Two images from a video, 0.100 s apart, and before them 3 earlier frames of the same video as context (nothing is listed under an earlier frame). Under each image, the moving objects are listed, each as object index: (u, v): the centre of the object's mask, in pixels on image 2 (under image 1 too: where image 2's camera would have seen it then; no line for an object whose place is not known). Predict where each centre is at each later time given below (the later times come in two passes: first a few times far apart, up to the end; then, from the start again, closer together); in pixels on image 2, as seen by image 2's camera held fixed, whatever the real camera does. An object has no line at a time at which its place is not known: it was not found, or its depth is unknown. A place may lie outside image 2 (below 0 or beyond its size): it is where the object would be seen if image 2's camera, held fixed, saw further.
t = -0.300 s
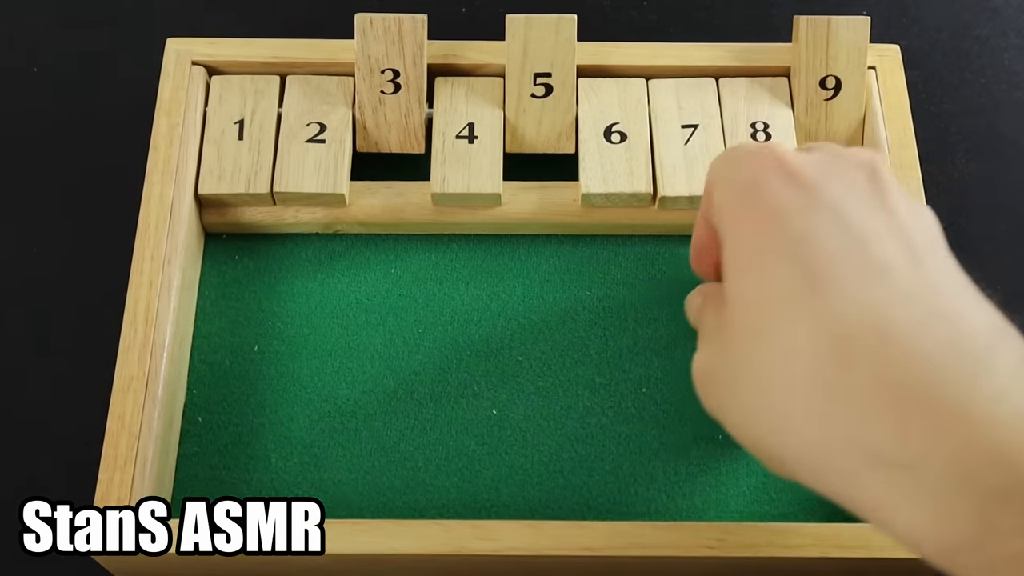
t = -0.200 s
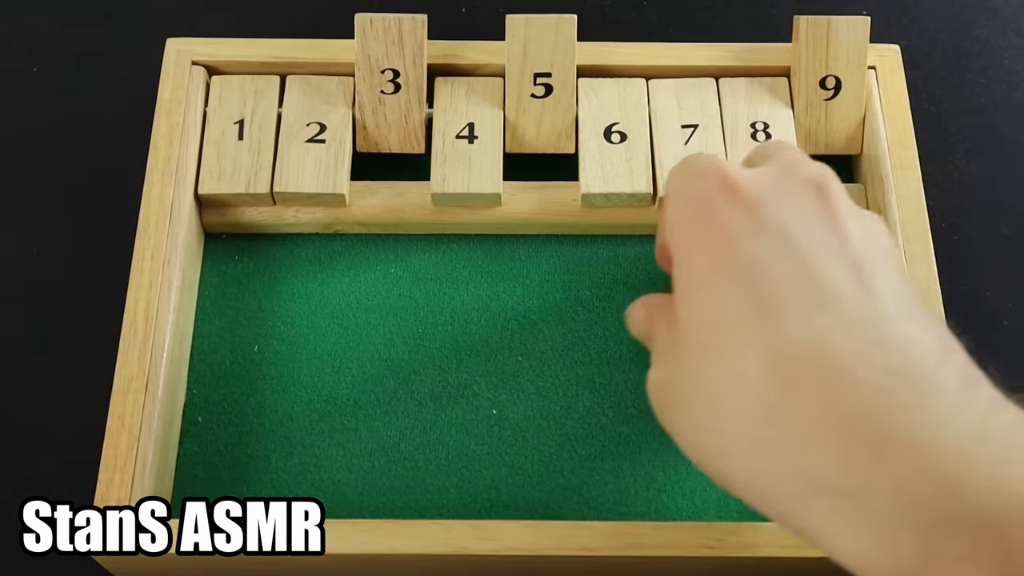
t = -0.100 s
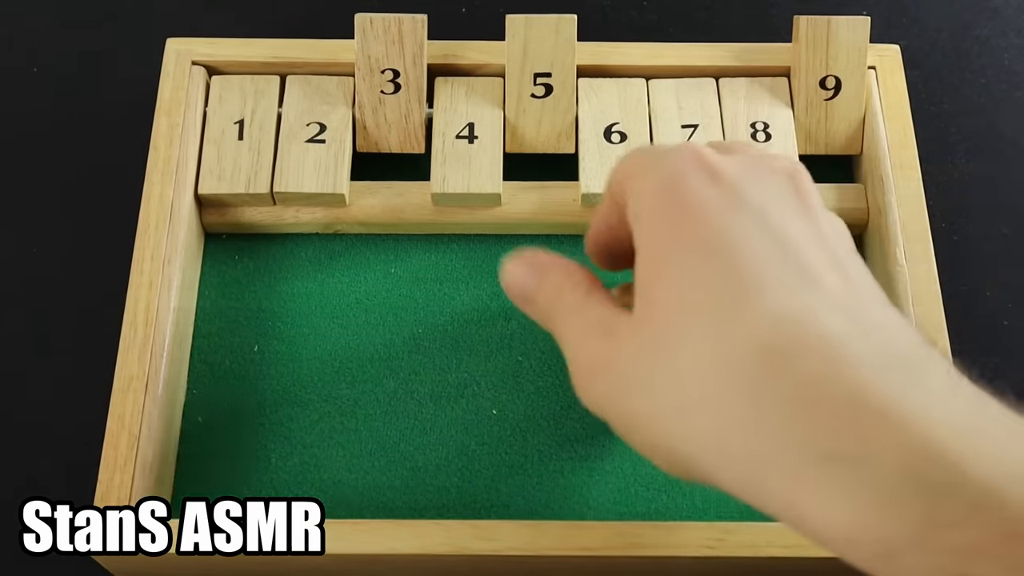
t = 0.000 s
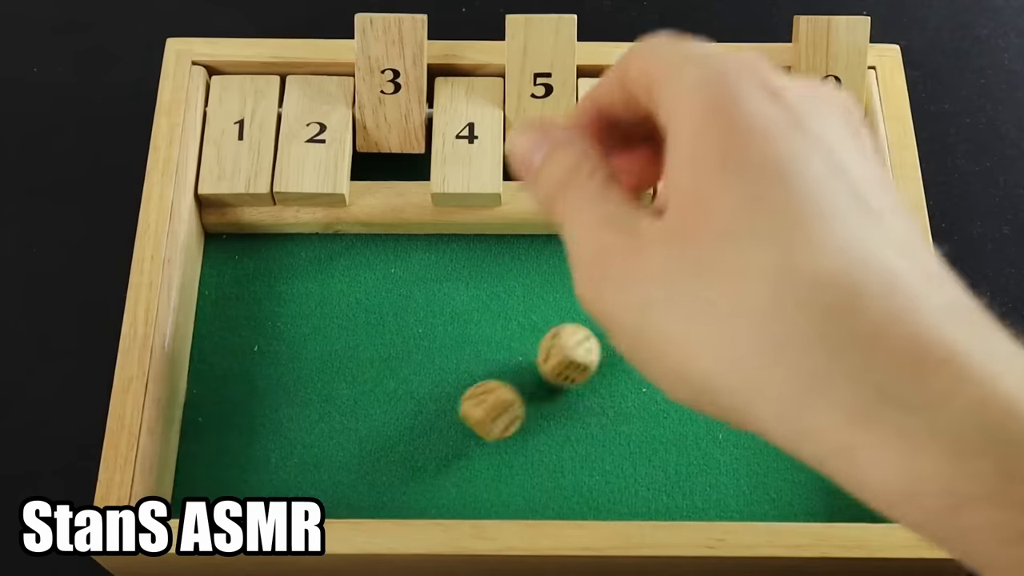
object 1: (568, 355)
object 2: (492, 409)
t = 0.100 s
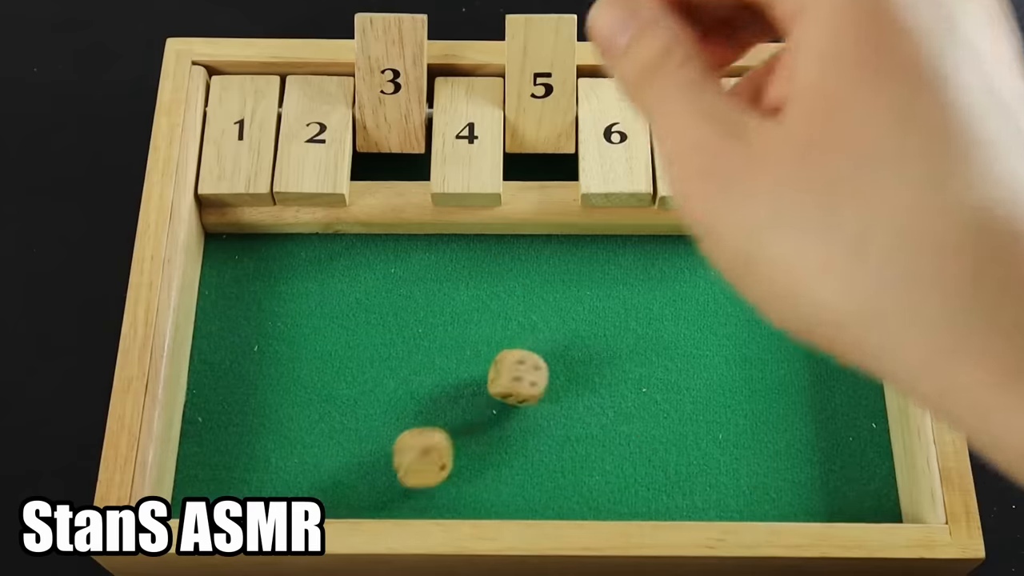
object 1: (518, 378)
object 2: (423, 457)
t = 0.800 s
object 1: (504, 389)
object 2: (336, 496)
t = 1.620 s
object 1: (504, 390)
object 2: (336, 496)
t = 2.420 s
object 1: (504, 389)
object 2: (336, 496)
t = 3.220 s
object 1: (504, 390)
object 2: (336, 496)
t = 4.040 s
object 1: (504, 390)
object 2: (336, 496)
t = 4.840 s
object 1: (504, 389)
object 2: (336, 496)
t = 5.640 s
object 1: (505, 389)
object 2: (336, 496)
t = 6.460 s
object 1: (504, 389)
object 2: (336, 496)
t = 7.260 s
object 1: (504, 389)
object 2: (336, 496)
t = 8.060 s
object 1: (504, 389)
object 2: (336, 496)
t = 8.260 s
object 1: (505, 390)
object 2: (336, 496)
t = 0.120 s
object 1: (507, 379)
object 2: (410, 467)
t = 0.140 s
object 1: (500, 375)
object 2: (399, 477)
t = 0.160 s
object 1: (496, 371)
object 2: (388, 487)
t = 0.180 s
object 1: (494, 368)
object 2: (376, 495)
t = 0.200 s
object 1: (493, 367)
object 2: (363, 497)
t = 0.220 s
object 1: (494, 367)
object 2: (353, 498)
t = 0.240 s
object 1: (495, 369)
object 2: (346, 498)
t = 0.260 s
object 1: (497, 374)
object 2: (337, 497)
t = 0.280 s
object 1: (500, 380)
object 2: (327, 494)
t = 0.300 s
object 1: (503, 386)
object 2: (319, 491)
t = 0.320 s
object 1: (504, 389)
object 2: (315, 488)
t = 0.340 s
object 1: (504, 389)
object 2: (312, 487)
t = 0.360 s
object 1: (504, 389)
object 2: (310, 486)
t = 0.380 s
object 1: (504, 390)
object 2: (309, 485)
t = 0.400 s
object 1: (504, 390)
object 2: (309, 484)
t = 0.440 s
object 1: (504, 389)
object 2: (310, 485)
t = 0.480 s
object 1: (504, 389)
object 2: (313, 486)
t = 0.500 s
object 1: (504, 389)
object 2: (315, 487)
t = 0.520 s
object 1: (504, 389)
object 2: (319, 489)
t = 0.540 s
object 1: (504, 389)
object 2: (324, 492)
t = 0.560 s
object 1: (504, 390)
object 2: (330, 497)
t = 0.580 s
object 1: (504, 389)
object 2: (335, 498)
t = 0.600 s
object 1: (504, 389)
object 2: (336, 496)
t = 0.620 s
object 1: (504, 390)
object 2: (336, 496)
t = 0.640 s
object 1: (504, 389)
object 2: (336, 496)
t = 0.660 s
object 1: (504, 389)
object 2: (336, 496)
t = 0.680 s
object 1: (504, 389)
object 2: (336, 496)
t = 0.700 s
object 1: (504, 389)
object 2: (336, 496)
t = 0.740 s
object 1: (504, 390)
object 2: (336, 496)
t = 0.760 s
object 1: (504, 389)
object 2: (336, 496)
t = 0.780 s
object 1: (504, 389)
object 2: (336, 496)
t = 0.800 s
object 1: (504, 389)
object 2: (336, 496)
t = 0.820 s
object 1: (504, 389)
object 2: (336, 496)
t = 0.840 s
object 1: (504, 389)
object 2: (336, 496)
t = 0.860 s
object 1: (504, 389)
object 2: (336, 496)
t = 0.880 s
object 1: (504, 389)
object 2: (336, 496)
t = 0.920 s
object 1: (504, 390)
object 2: (336, 496)
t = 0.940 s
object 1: (504, 390)
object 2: (336, 496)
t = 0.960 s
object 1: (504, 389)
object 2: (336, 496)
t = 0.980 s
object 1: (504, 389)
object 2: (336, 496)
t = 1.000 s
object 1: (504, 389)
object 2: (336, 496)
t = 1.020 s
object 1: (504, 389)
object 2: (336, 496)
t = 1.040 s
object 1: (504, 389)
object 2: (336, 496)
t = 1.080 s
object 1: (504, 389)
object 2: (336, 496)
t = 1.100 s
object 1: (504, 390)
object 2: (336, 496)
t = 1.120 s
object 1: (504, 389)
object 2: (336, 496)
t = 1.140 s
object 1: (504, 390)
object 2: (336, 496)
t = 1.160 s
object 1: (504, 389)
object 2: (336, 496)
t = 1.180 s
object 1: (504, 389)
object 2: (336, 496)
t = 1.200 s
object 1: (504, 390)
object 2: (336, 496)
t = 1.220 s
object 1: (504, 389)
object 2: (336, 496)
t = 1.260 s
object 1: (504, 389)
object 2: (336, 496)
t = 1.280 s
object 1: (504, 390)
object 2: (336, 496)
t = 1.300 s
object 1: (504, 390)
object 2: (336, 496)
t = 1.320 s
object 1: (504, 389)
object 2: (336, 496)
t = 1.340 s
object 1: (504, 390)
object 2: (336, 496)
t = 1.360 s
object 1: (504, 390)
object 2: (336, 496)
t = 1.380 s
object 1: (504, 389)
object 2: (336, 496)
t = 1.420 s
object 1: (504, 389)
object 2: (336, 496)
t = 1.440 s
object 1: (504, 389)
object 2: (336, 496)
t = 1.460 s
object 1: (504, 390)
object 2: (336, 496)
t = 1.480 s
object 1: (504, 390)
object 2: (336, 496)
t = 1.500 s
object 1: (504, 390)
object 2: (336, 496)
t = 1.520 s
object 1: (504, 389)
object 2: (336, 496)
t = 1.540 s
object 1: (504, 389)
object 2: (336, 496)
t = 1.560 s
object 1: (504, 390)
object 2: (336, 496)
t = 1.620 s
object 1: (504, 390)
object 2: (336, 496)
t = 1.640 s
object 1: (504, 390)
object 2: (336, 496)
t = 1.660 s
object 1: (504, 389)
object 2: (336, 496)
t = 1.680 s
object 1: (504, 389)
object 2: (336, 496)
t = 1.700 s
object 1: (504, 389)
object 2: (336, 496)
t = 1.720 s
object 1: (504, 390)
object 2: (336, 496)
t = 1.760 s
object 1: (504, 389)
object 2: (336, 496)
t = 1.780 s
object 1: (504, 389)
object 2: (336, 496)
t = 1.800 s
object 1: (504, 389)
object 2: (336, 496)
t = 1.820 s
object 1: (504, 390)
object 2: (336, 496)
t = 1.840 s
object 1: (504, 389)
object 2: (336, 496)
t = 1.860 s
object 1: (504, 390)
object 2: (336, 496)
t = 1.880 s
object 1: (504, 389)
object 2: (336, 496)
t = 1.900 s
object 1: (504, 390)
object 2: (336, 496)
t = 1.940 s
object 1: (504, 390)
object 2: (336, 496)
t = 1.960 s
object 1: (504, 389)
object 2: (336, 496)
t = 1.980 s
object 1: (504, 389)
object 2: (336, 496)
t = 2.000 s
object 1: (504, 390)
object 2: (336, 496)
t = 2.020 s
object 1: (504, 390)
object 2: (336, 496)
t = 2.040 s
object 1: (504, 389)
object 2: (336, 496)
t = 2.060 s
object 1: (504, 389)
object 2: (336, 496)
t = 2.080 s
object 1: (504, 389)
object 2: (336, 496)
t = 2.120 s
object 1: (504, 390)
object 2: (336, 496)
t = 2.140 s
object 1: (504, 390)
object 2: (336, 496)
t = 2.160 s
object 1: (504, 389)
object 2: (336, 496)
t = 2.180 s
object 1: (504, 390)
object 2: (336, 496)
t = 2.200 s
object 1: (504, 389)
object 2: (336, 496)
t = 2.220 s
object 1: (504, 389)
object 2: (336, 496)
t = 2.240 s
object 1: (504, 390)
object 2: (336, 496)
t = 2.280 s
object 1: (504, 390)
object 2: (336, 496)
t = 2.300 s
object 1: (504, 389)
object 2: (336, 496)
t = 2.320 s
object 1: (504, 390)
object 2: (336, 496)
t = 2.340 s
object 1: (504, 390)
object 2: (336, 496)
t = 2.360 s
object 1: (504, 389)
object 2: (336, 496)
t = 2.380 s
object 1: (504, 390)
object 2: (336, 496)
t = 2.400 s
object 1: (504, 390)
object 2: (336, 496)
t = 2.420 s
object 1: (504, 389)
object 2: (336, 496)
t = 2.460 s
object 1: (504, 390)
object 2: (336, 496)
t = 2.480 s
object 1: (504, 389)
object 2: (336, 496)
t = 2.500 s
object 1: (504, 390)
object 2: (336, 496)
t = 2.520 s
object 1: (504, 389)
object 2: (336, 496)
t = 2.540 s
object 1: (504, 390)
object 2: (336, 496)
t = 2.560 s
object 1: (504, 389)
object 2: (336, 496)
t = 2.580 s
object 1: (504, 389)
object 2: (336, 496)
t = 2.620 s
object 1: (504, 389)
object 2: (336, 496)
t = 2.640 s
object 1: (504, 389)
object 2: (336, 496)
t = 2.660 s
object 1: (504, 389)
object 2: (336, 496)
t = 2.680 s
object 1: (504, 389)
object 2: (336, 496)
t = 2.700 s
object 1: (504, 389)
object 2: (336, 496)
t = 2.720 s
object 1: (504, 389)
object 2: (336, 496)
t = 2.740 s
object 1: (504, 389)
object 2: (336, 496)
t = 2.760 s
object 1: (504, 389)
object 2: (336, 496)
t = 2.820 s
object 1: (504, 390)
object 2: (336, 496)
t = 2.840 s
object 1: (504, 389)
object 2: (336, 496)
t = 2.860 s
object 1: (504, 389)
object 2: (336, 496)
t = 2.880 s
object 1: (504, 389)
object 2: (336, 496)
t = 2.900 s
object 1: (504, 389)
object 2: (336, 496)
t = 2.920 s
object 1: (504, 390)
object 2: (336, 496)
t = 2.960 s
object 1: (504, 389)
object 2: (336, 496)
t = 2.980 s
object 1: (504, 389)
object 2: (336, 496)
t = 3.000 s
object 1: (504, 389)
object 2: (336, 496)
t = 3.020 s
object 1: (504, 390)
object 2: (336, 496)
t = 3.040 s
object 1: (504, 389)
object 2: (336, 496)
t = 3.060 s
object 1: (504, 390)
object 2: (336, 496)
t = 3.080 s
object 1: (504, 390)
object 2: (336, 496)
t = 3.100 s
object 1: (504, 390)
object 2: (336, 496)
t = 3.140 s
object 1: (504, 389)
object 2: (336, 496)
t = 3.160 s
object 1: (504, 389)
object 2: (336, 496)
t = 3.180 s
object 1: (504, 389)
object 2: (336, 496)
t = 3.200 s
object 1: (504, 389)
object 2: (336, 496)
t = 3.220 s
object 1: (504, 390)
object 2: (336, 496)
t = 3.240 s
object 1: (504, 389)
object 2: (336, 496)
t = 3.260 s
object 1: (504, 390)
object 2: (336, 496)
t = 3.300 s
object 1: (504, 389)
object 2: (336, 496)
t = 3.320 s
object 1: (504, 390)
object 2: (336, 496)
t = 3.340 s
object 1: (504, 390)
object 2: (336, 496)
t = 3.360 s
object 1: (504, 389)
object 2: (336, 496)
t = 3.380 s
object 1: (504, 390)
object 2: (336, 496)
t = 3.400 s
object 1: (504, 389)
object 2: (336, 496)
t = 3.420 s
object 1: (504, 390)
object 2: (336, 496)
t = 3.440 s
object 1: (504, 390)
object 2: (336, 496)
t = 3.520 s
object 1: (504, 389)
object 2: (336, 496)
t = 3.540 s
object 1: (504, 390)
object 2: (336, 496)
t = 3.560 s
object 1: (504, 390)
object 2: (336, 496)
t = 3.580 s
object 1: (504, 389)
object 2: (336, 496)
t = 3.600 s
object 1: (504, 390)
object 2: (336, 496)
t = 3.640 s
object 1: (504, 389)
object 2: (336, 496)
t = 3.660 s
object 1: (504, 390)
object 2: (336, 496)
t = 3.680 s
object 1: (504, 389)
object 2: (336, 496)
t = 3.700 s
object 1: (504, 390)
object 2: (336, 496)
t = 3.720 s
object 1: (504, 389)
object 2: (336, 496)
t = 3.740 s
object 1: (504, 390)
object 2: (336, 496)
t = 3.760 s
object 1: (504, 390)
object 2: (336, 496)
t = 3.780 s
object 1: (504, 389)
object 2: (336, 496)
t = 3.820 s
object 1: (504, 389)
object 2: (336, 496)
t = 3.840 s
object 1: (504, 389)
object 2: (336, 496)
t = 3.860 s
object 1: (504, 389)
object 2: (336, 496)
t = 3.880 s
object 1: (504, 389)
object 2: (336, 496)
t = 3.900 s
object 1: (504, 390)
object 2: (336, 496)
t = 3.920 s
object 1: (504, 389)
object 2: (336, 496)
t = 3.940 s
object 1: (504, 390)
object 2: (336, 496)
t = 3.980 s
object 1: (504, 389)
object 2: (336, 496)
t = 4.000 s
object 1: (504, 389)
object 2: (336, 496)
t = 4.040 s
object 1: (504, 390)
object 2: (336, 496)
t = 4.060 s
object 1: (504, 390)
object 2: (336, 496)
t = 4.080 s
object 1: (504, 389)
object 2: (336, 496)
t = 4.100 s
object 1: (504, 389)
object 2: (336, 496)
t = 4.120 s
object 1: (504, 389)
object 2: (336, 496)
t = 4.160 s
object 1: (504, 390)
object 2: (336, 496)
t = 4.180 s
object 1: (504, 389)
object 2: (336, 496)
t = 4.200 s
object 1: (504, 390)
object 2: (336, 496)
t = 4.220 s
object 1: (504, 389)
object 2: (336, 496)
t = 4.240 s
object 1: (504, 389)
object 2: (336, 496)
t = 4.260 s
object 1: (504, 389)
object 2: (336, 496)
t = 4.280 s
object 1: (504, 390)
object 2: (336, 496)
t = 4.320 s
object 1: (504, 390)
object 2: (336, 496)
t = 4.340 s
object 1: (504, 389)
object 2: (336, 496)
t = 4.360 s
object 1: (504, 389)
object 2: (336, 496)
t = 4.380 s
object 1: (504, 389)
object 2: (336, 496)
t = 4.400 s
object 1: (504, 389)
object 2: (336, 496)
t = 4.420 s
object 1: (504, 390)
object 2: (336, 496)
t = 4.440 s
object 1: (504, 389)
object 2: (336, 496)
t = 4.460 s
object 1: (504, 389)
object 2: (336, 496)
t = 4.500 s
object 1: (504, 389)
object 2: (336, 496)
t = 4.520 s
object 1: (504, 389)
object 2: (336, 496)
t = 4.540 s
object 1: (504, 389)
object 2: (336, 496)
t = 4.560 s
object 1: (504, 389)
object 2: (336, 496)
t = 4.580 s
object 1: (504, 389)
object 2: (336, 496)
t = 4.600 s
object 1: (505, 389)
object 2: (336, 496)
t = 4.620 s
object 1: (504, 389)
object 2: (336, 496)
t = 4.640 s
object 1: (505, 389)
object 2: (336, 496)
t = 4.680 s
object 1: (505, 389)
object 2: (336, 496)
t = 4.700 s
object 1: (505, 389)
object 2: (336, 496)
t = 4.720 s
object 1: (504, 389)
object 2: (336, 496)
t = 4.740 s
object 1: (505, 389)
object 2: (336, 496)
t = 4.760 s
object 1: (504, 389)
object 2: (336, 496)
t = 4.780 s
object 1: (505, 389)
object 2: (336, 496)
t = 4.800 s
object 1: (504, 390)
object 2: (336, 496)
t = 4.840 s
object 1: (504, 389)
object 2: (336, 496)
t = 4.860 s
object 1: (505, 389)
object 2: (336, 496)
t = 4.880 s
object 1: (505, 389)
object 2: (336, 496)
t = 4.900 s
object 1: (505, 389)
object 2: (336, 496)
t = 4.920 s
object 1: (504, 390)
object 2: (336, 496)
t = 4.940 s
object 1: (504, 389)
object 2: (336, 496)
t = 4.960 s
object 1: (504, 389)
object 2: (336, 496)
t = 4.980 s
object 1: (505, 389)
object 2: (336, 496)
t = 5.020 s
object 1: (504, 389)
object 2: (336, 496)
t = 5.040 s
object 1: (504, 389)
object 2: (336, 496)
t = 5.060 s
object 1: (504, 389)
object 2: (336, 496)
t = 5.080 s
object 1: (504, 389)
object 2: (336, 496)
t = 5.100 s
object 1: (505, 389)
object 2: (336, 496)
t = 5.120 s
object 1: (505, 389)
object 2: (336, 496)
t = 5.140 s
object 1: (505, 389)
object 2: (336, 496)
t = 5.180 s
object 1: (505, 389)
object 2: (336, 496)
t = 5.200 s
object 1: (505, 389)
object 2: (336, 496)
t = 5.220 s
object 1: (505, 389)
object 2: (336, 496)
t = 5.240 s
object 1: (504, 390)
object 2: (336, 497)
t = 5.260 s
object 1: (505, 390)
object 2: (336, 497)
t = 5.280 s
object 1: (504, 389)
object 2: (336, 496)
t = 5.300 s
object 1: (504, 389)
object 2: (336, 496)
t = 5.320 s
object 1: (504, 389)
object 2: (336, 496)
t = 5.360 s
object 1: (504, 389)
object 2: (336, 496)
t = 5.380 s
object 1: (504, 389)
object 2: (336, 496)
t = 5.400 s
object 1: (505, 389)
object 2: (336, 496)
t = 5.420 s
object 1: (504, 390)
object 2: (336, 496)
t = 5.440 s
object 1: (504, 389)
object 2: (336, 496)
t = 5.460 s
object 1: (505, 389)
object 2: (336, 496)
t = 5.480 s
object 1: (505, 389)
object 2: (336, 496)
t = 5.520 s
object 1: (505, 389)
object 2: (336, 496)
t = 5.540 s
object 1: (505, 389)
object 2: (336, 496)
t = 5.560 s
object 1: (504, 389)
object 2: (336, 496)
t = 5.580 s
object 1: (504, 389)
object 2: (336, 496)
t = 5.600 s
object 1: (505, 389)
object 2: (336, 496)
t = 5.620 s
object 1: (505, 389)
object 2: (336, 496)
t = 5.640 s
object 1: (505, 389)
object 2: (336, 496)
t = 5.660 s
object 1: (505, 389)
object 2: (336, 496)
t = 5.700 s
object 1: (505, 389)
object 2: (336, 496)
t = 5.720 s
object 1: (505, 389)
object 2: (336, 496)
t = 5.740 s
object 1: (504, 389)
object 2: (336, 496)
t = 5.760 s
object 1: (504, 389)
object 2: (336, 496)
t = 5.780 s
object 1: (504, 389)
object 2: (336, 496)
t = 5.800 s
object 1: (505, 389)
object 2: (336, 496)
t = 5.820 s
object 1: (505, 389)
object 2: (336, 496)
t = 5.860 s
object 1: (504, 389)
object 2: (336, 496)
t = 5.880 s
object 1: (505, 389)
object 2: (336, 496)
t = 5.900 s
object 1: (504, 390)
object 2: (336, 496)
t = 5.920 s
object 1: (504, 389)
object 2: (336, 496)
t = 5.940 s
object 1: (505, 389)
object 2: (336, 496)
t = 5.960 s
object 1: (505, 389)
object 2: (336, 496)
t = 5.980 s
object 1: (505, 389)
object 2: (336, 496)
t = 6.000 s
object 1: (504, 389)
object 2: (336, 496)
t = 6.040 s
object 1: (504, 389)
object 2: (336, 496)
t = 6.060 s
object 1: (504, 389)
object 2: (336, 496)
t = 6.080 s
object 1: (504, 389)
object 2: (336, 496)
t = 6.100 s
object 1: (504, 389)
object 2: (336, 496)
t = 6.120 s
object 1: (504, 389)
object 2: (336, 496)
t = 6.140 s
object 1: (504, 389)
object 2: (336, 496)
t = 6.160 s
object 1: (504, 389)
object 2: (336, 496)
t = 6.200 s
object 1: (504, 389)
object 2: (336, 496)
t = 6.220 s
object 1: (504, 389)
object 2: (336, 496)
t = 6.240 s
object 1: (504, 389)
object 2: (336, 496)
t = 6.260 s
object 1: (504, 389)
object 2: (336, 496)
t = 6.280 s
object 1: (504, 389)
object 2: (336, 496)
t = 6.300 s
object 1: (504, 389)
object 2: (336, 496)
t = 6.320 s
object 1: (504, 389)
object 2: (336, 496)
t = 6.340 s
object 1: (504, 389)
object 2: (336, 496)
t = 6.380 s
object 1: (504, 389)
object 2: (336, 496)
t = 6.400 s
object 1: (504, 389)
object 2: (336, 496)
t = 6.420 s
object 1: (504, 389)
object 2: (336, 496)
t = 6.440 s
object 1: (504, 389)
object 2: (336, 496)
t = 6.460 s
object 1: (504, 389)
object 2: (336, 496)
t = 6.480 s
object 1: (504, 389)
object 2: (336, 496)
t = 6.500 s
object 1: (504, 389)
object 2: (336, 496)
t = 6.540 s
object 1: (504, 389)
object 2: (336, 496)
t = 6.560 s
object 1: (504, 389)
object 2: (336, 496)
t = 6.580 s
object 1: (504, 389)
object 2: (336, 496)
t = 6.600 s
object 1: (504, 389)
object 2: (336, 496)
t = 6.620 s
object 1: (504, 389)
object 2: (336, 496)
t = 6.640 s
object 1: (504, 389)
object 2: (336, 496)
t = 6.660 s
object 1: (504, 389)
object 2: (336, 496)
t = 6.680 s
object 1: (504, 389)
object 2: (336, 496)
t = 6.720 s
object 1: (504, 389)
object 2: (336, 496)
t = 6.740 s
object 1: (504, 389)
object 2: (336, 496)
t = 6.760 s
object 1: (504, 389)
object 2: (336, 496)
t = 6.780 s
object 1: (504, 389)
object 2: (336, 496)
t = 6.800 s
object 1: (504, 389)
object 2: (336, 496)
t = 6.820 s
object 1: (504, 389)
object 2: (336, 496)
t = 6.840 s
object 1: (504, 389)
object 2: (336, 496)
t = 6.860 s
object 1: (504, 389)
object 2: (336, 496)
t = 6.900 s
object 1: (504, 389)
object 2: (336, 496)
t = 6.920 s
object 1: (504, 389)
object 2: (336, 496)
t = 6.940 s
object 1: (504, 389)
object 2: (336, 496)
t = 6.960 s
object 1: (504, 389)
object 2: (336, 496)
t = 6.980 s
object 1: (504, 389)
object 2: (336, 496)
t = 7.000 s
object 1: (504, 389)
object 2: (336, 496)
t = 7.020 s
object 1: (504, 389)
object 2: (336, 496)
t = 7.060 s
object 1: (504, 389)
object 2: (336, 496)
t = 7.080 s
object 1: (504, 389)
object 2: (336, 496)
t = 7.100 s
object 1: (504, 389)
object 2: (336, 496)
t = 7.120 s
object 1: (504, 389)
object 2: (336, 496)
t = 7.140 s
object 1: (504, 389)
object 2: (336, 496)
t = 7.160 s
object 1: (504, 389)
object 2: (336, 496)
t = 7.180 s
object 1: (504, 389)
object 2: (336, 496)
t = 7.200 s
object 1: (504, 389)
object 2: (336, 496)
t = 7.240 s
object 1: (504, 389)
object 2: (336, 496)
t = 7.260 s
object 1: (504, 389)
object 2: (336, 496)
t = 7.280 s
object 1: (504, 389)
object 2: (336, 496)
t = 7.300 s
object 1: (504, 389)
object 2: (336, 496)
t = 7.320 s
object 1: (504, 389)
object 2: (336, 496)
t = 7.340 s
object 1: (505, 389)
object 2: (336, 496)
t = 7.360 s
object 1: (505, 389)
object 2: (336, 496)
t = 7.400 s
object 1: (505, 389)
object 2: (336, 496)
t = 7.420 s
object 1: (505, 389)
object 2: (336, 496)
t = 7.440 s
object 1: (504, 389)
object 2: (336, 496)
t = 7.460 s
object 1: (504, 389)
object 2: (336, 496)
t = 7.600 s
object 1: (504, 390)
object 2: (336, 496)
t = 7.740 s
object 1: (504, 389)
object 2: (336, 496)
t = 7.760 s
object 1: (504, 389)
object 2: (336, 496)
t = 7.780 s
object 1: (504, 389)
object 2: (336, 496)
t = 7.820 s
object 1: (504, 389)
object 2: (336, 496)
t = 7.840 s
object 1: (504, 389)
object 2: (336, 496)
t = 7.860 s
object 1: (504, 389)
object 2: (336, 496)
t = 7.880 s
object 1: (504, 389)
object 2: (336, 496)
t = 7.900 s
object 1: (504, 389)
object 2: (336, 496)
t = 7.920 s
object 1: (504, 389)
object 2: (336, 496)
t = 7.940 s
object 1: (504, 390)
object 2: (336, 496)
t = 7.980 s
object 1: (504, 389)
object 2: (336, 496)
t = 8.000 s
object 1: (504, 389)
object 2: (336, 496)
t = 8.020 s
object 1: (504, 389)
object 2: (336, 496)
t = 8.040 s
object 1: (504, 389)
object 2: (336, 496)
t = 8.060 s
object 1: (504, 389)
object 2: (336, 496)
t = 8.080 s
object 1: (504, 389)
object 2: (336, 496)
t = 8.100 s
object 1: (504, 389)
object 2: (336, 496)
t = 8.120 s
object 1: (504, 390)
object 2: (336, 496)
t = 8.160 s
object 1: (504, 389)
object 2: (336, 496)
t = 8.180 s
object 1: (504, 389)
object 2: (336, 496)
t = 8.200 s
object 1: (504, 389)
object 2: (336, 496)
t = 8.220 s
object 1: (504, 389)
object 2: (336, 496)
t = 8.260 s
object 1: (505, 390)
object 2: (336, 496)
